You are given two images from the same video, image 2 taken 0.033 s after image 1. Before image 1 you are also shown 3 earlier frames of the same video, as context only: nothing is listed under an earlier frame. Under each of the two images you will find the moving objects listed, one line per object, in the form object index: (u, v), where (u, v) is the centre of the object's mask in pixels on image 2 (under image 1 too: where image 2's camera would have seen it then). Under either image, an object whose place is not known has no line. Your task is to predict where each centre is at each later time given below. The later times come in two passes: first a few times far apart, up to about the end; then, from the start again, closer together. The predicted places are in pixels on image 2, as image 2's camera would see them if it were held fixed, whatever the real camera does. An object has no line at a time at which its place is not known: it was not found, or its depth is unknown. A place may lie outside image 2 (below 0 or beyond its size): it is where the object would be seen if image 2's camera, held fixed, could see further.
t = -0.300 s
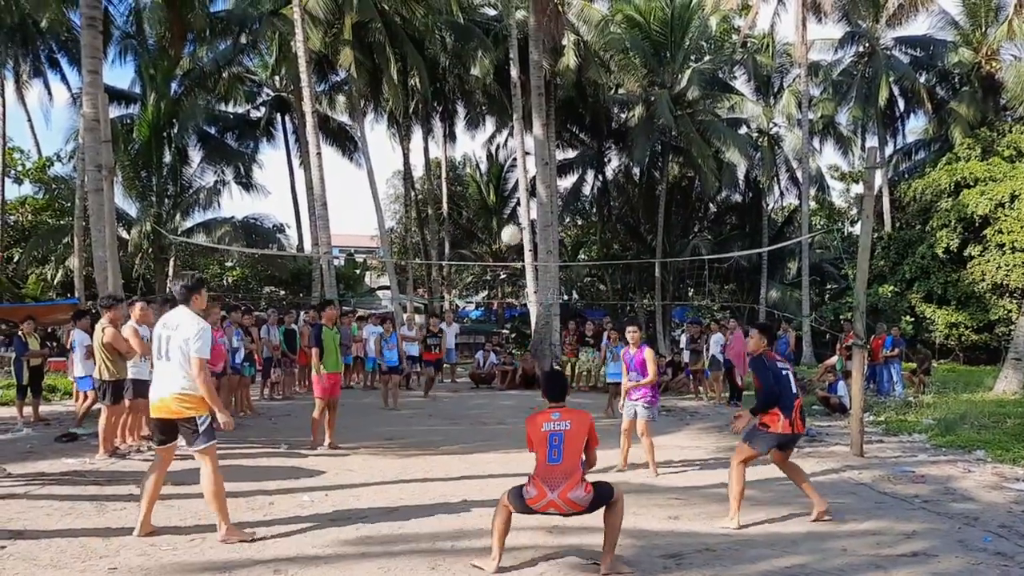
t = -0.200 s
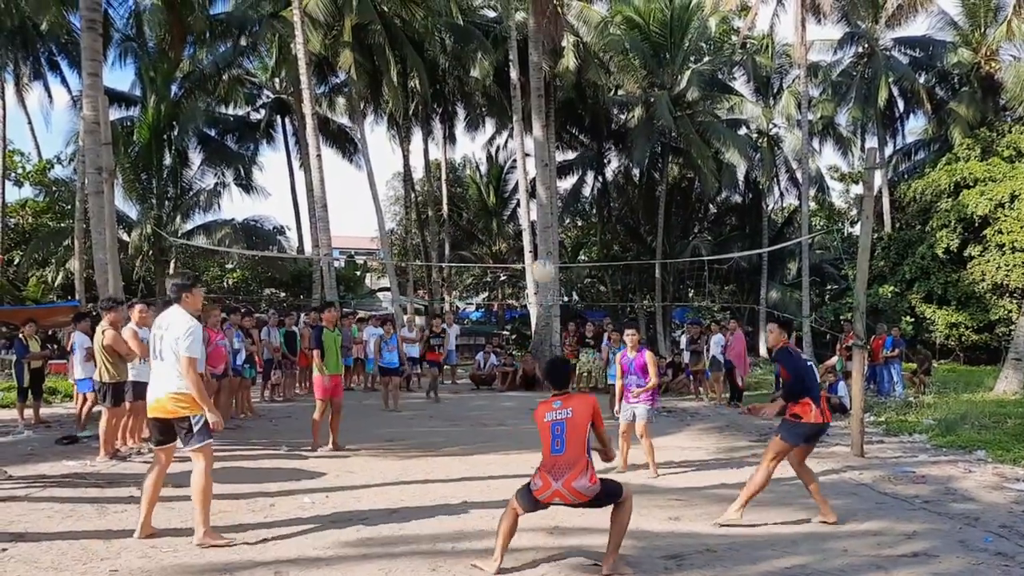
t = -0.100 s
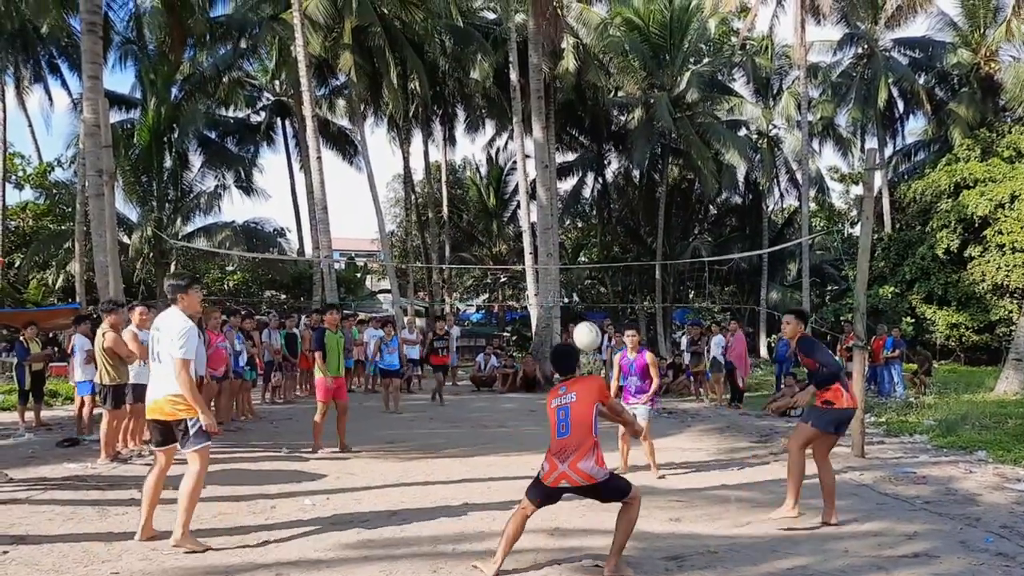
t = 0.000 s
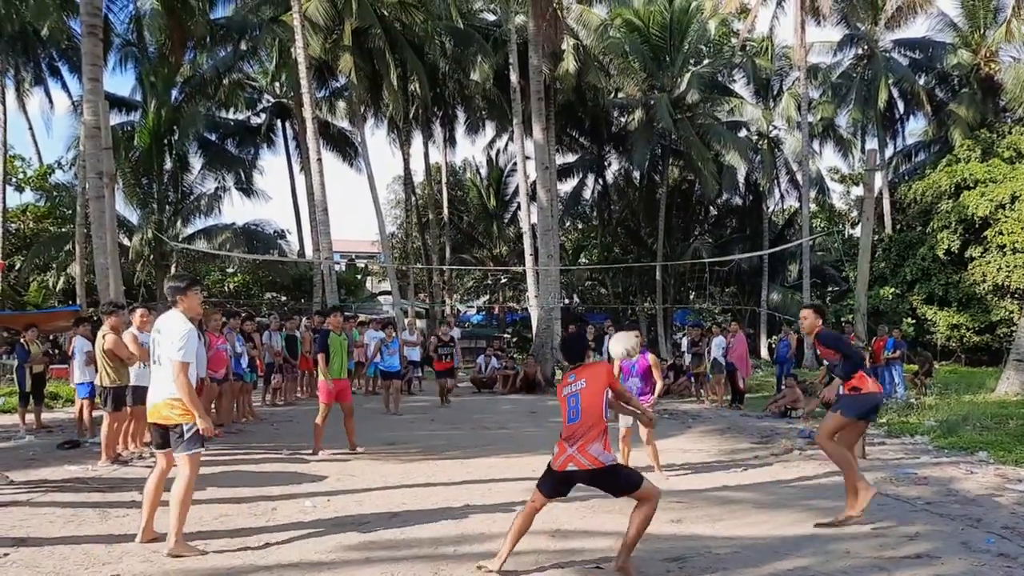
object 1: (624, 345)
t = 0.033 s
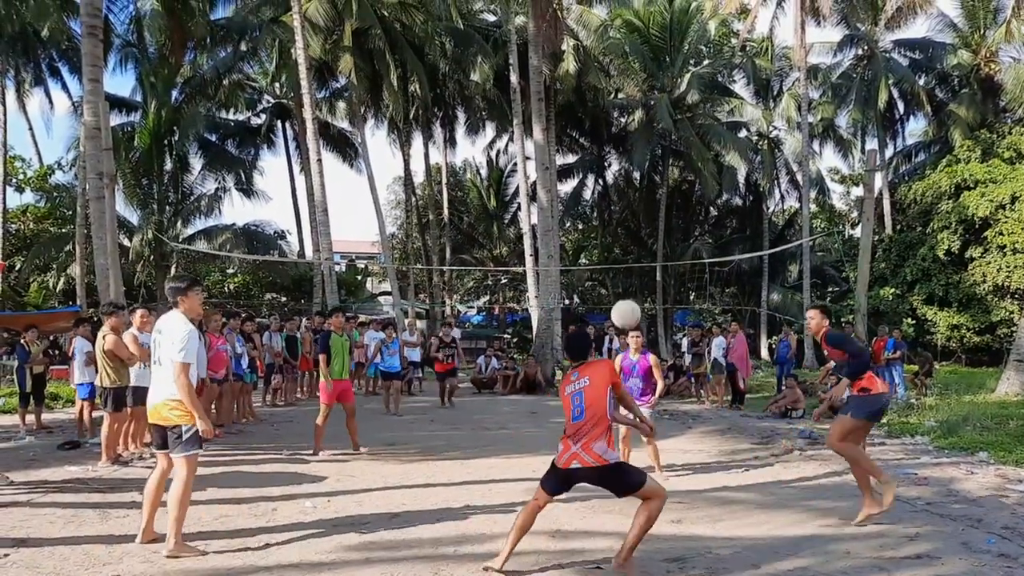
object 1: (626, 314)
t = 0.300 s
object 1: (643, 142)
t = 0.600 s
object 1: (661, 84)
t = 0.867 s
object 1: (676, 111)
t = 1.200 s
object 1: (690, 217)
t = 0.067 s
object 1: (628, 284)
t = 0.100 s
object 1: (630, 257)
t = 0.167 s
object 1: (634, 211)
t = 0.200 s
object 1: (636, 191)
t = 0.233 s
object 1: (638, 173)
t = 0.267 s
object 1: (641, 156)
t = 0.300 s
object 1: (643, 142)
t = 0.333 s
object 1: (645, 130)
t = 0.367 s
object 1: (647, 119)
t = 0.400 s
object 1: (649, 110)
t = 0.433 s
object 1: (651, 102)
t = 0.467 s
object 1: (653, 96)
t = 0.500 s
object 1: (655, 91)
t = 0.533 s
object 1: (658, 87)
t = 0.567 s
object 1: (659, 85)
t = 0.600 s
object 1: (661, 84)
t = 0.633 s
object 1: (663, 84)
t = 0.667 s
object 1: (665, 85)
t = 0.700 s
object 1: (667, 86)
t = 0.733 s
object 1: (669, 89)
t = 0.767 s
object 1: (670, 93)
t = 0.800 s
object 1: (672, 98)
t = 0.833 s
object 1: (674, 104)
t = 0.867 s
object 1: (676, 111)
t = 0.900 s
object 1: (677, 118)
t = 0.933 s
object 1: (679, 126)
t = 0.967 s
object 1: (680, 135)
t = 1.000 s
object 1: (682, 145)
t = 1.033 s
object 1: (683, 155)
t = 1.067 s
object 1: (685, 167)
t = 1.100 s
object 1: (686, 178)
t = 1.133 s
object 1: (687, 190)
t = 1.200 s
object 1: (690, 217)
